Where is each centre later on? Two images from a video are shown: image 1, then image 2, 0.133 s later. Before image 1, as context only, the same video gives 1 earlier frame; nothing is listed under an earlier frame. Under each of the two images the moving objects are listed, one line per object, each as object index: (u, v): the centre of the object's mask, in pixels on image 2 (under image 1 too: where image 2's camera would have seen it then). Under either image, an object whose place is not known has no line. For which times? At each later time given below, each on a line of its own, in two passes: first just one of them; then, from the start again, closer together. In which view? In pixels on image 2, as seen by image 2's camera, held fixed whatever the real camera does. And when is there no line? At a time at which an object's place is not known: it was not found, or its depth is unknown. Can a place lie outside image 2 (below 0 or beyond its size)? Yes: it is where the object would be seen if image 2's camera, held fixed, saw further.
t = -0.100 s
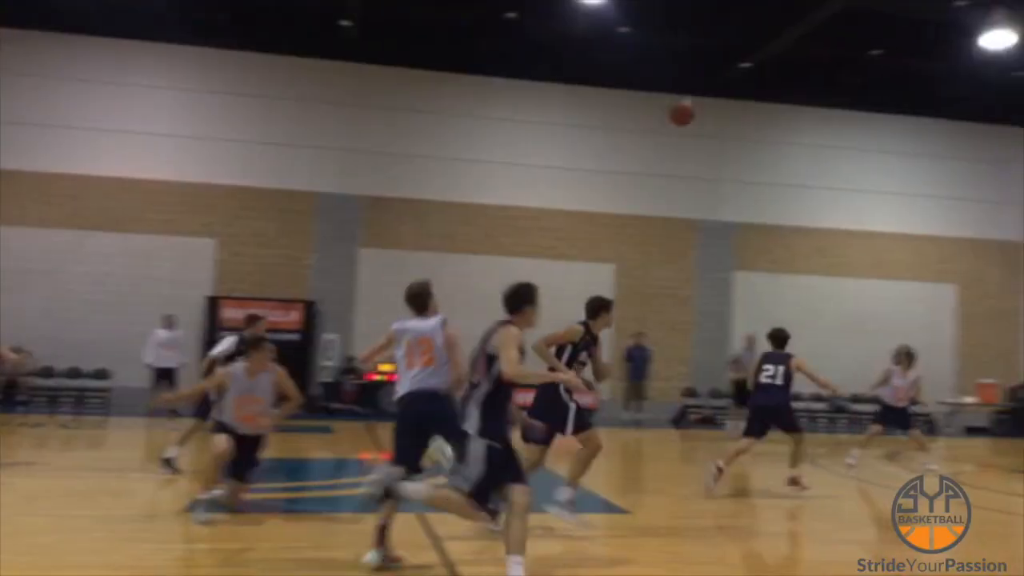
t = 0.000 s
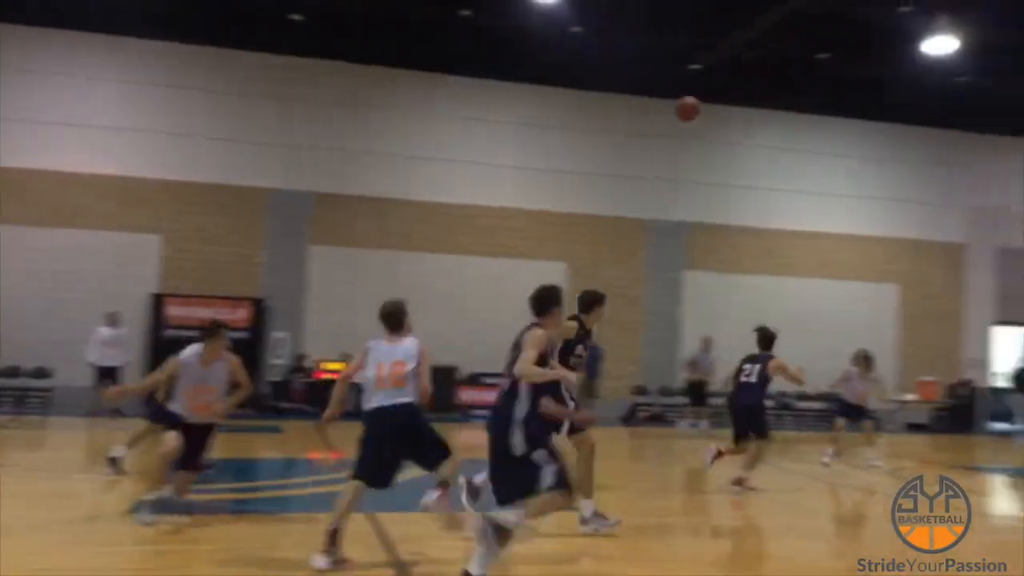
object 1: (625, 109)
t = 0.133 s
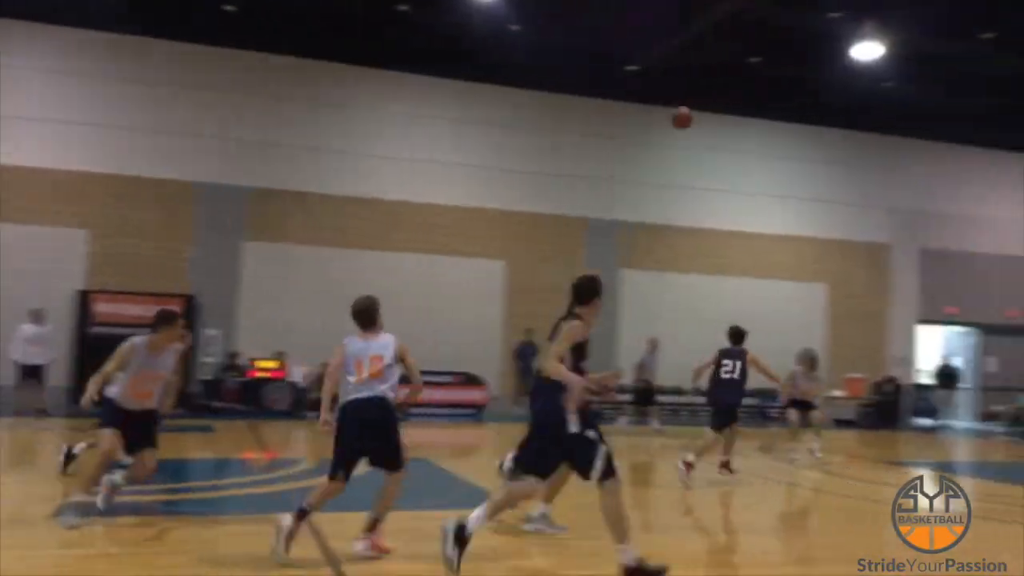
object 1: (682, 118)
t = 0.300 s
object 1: (738, 146)
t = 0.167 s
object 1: (695, 123)
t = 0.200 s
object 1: (705, 127)
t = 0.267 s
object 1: (727, 139)
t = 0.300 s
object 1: (738, 146)
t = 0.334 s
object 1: (747, 153)
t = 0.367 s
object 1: (756, 161)
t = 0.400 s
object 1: (765, 169)
